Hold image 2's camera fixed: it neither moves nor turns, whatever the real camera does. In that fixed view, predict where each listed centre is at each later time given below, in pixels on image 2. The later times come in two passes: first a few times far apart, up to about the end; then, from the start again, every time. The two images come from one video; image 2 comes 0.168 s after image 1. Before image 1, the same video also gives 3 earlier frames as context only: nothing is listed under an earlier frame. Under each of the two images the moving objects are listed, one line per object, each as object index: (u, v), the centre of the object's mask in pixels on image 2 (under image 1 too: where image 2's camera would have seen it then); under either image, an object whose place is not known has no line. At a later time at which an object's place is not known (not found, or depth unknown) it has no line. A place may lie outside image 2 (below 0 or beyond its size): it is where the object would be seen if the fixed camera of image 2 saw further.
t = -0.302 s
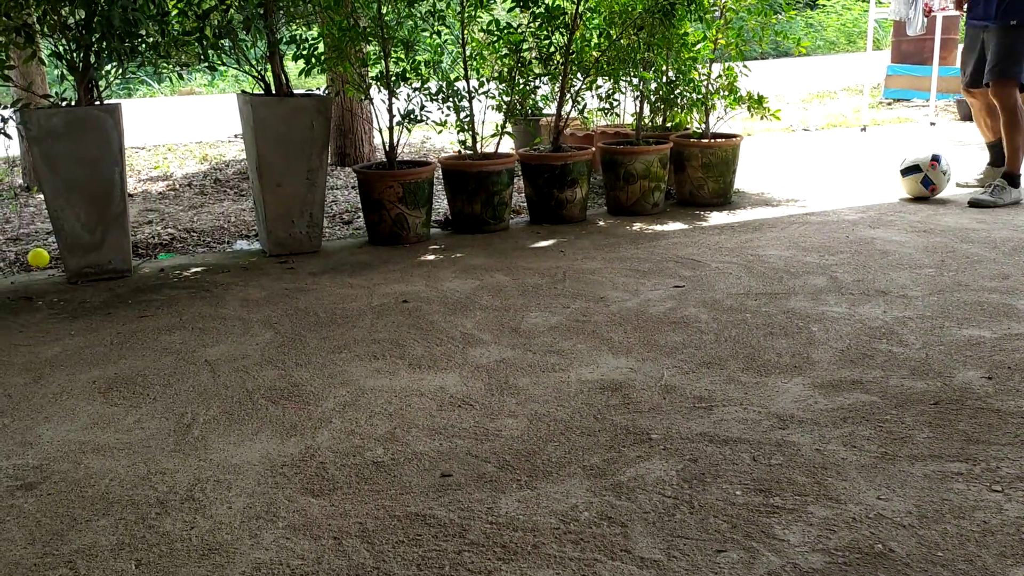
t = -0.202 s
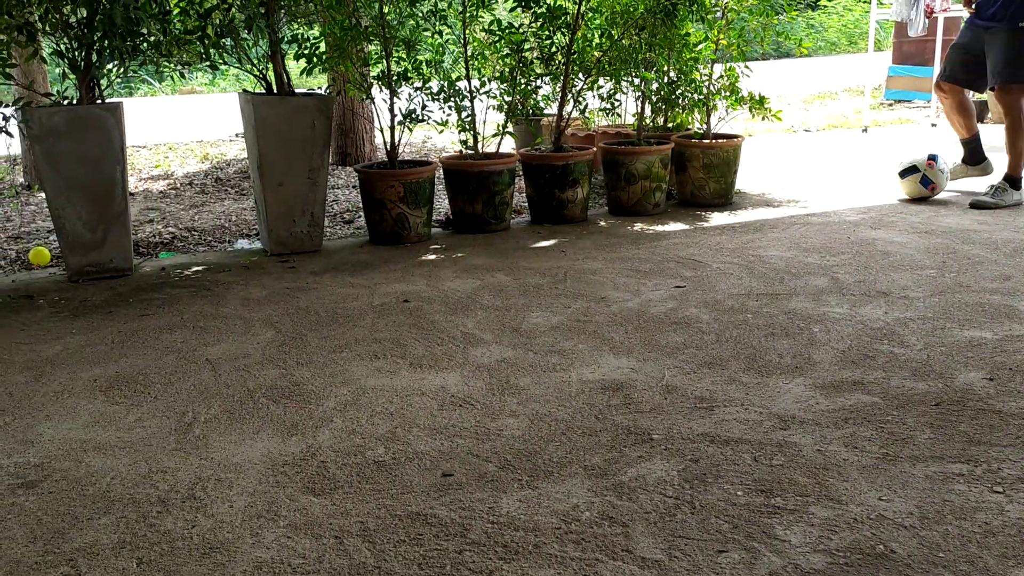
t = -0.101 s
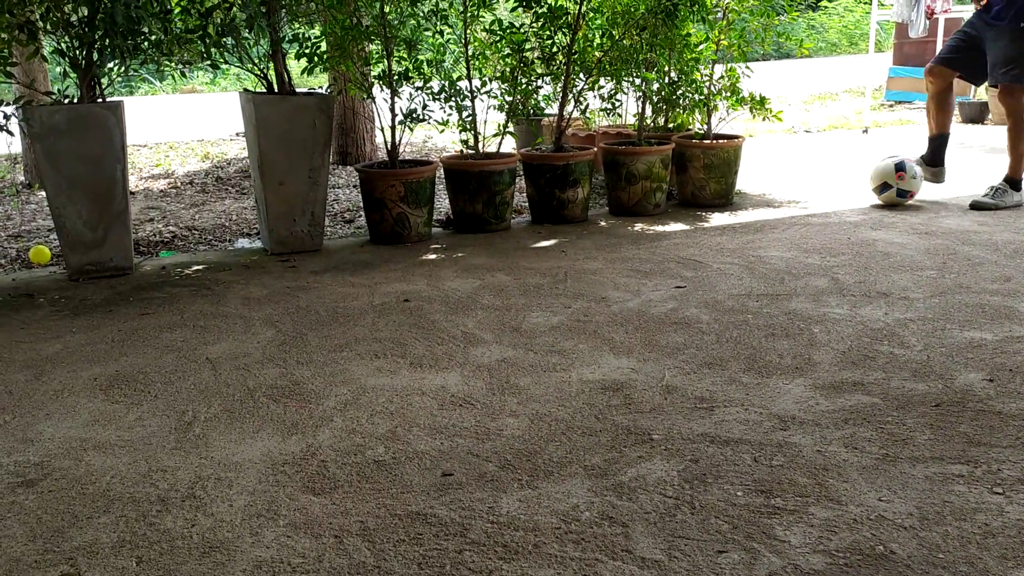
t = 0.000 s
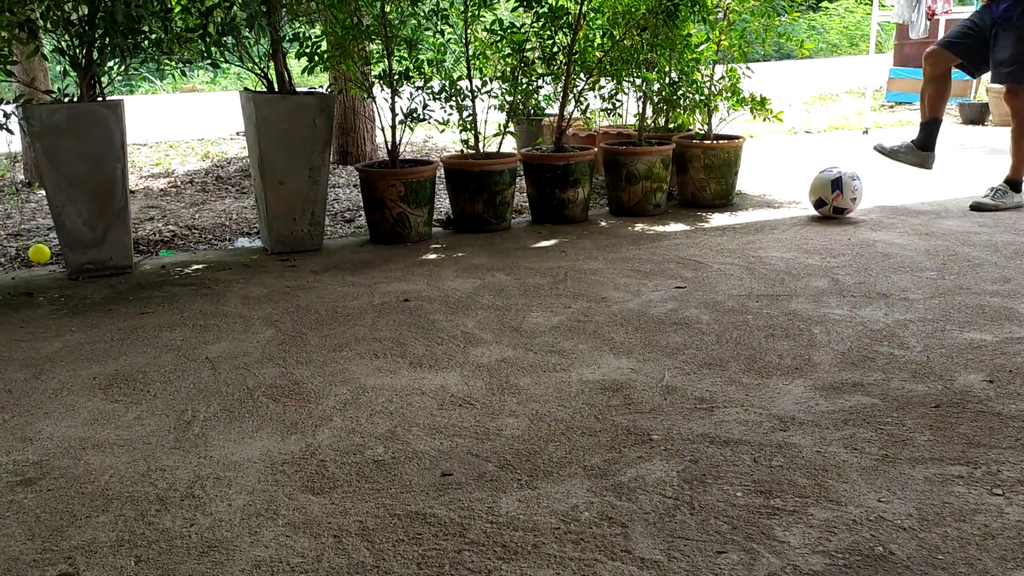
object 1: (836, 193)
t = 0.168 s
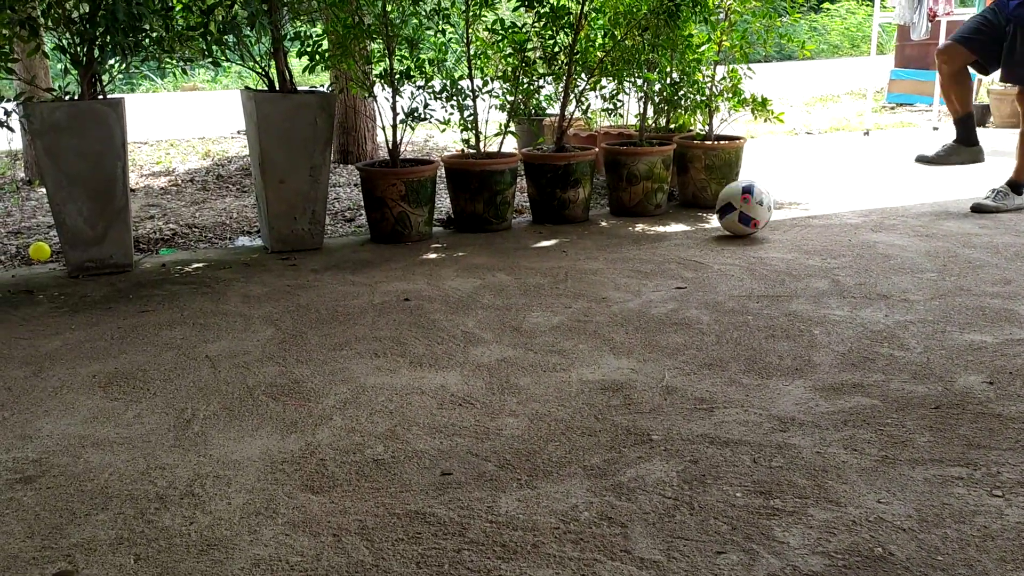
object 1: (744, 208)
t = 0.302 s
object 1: (666, 221)
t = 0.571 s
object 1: (480, 251)
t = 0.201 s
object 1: (725, 211)
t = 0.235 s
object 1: (706, 214)
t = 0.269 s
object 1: (686, 218)
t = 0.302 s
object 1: (666, 221)
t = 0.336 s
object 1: (646, 225)
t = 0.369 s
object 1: (624, 228)
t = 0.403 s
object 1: (601, 233)
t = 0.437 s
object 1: (578, 235)
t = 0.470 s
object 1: (554, 240)
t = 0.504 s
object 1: (531, 243)
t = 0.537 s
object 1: (506, 248)
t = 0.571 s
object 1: (480, 251)
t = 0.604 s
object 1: (452, 257)
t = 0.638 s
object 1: (425, 261)
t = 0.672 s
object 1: (396, 265)
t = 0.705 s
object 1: (367, 269)
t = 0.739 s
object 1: (338, 275)
